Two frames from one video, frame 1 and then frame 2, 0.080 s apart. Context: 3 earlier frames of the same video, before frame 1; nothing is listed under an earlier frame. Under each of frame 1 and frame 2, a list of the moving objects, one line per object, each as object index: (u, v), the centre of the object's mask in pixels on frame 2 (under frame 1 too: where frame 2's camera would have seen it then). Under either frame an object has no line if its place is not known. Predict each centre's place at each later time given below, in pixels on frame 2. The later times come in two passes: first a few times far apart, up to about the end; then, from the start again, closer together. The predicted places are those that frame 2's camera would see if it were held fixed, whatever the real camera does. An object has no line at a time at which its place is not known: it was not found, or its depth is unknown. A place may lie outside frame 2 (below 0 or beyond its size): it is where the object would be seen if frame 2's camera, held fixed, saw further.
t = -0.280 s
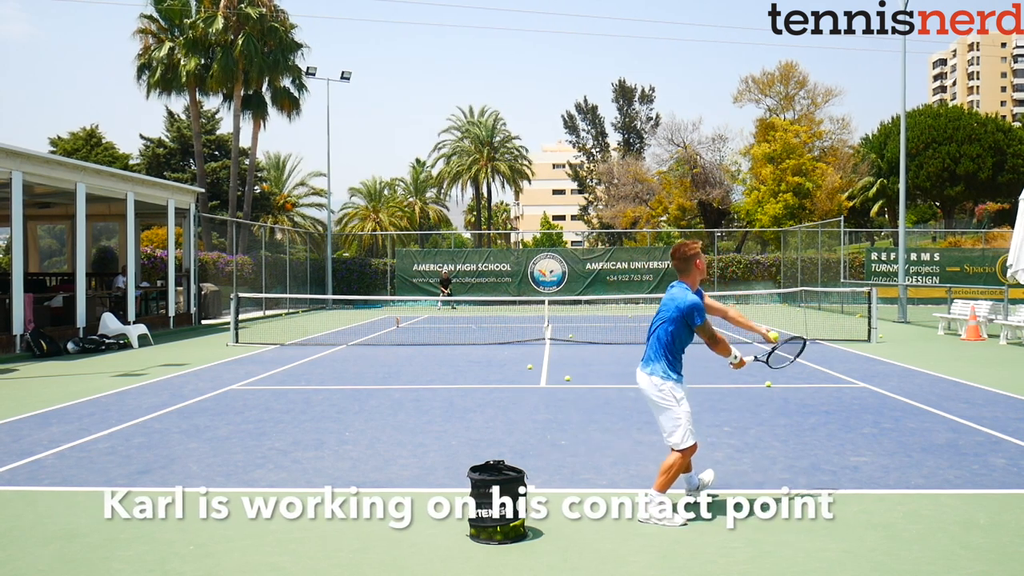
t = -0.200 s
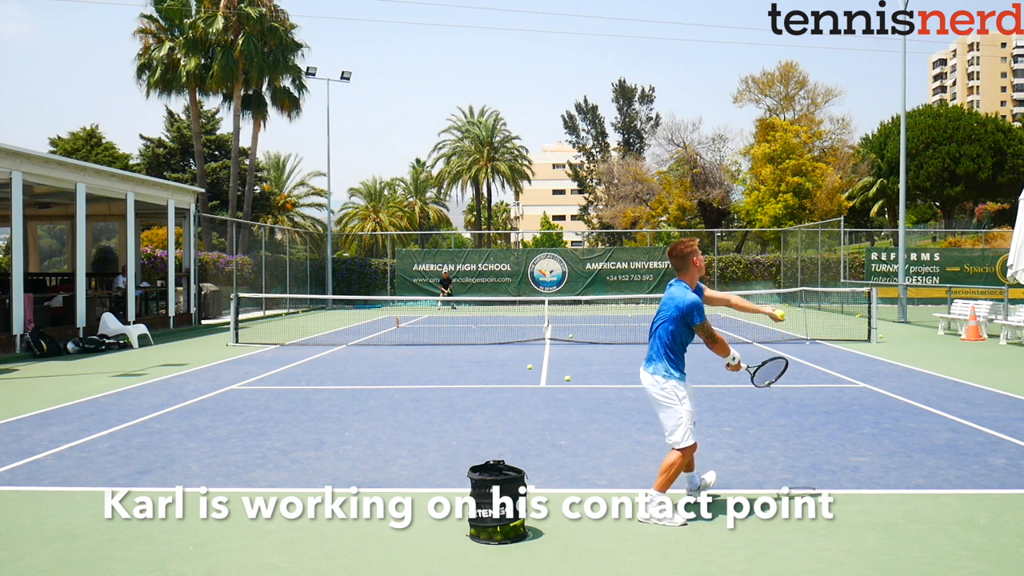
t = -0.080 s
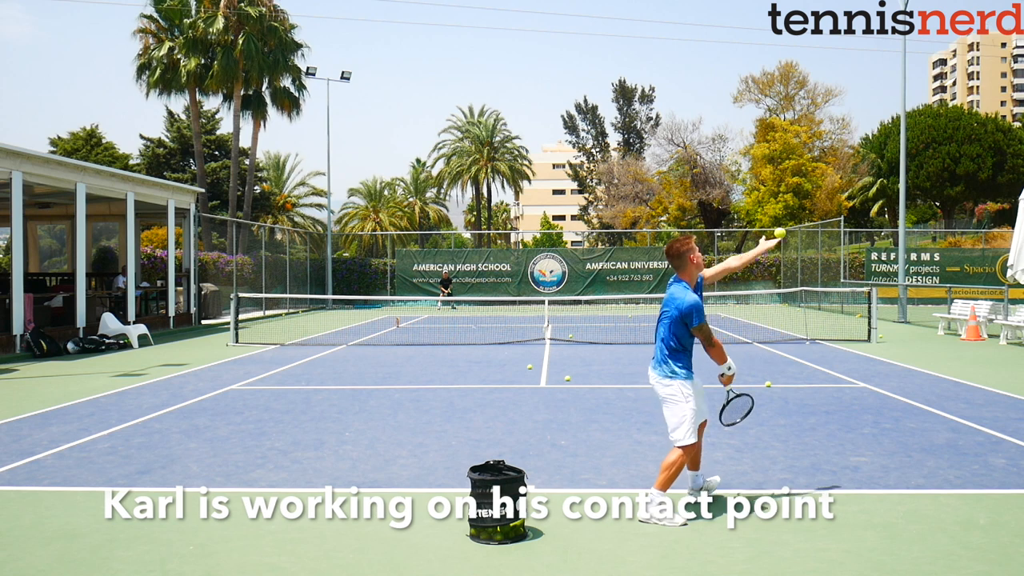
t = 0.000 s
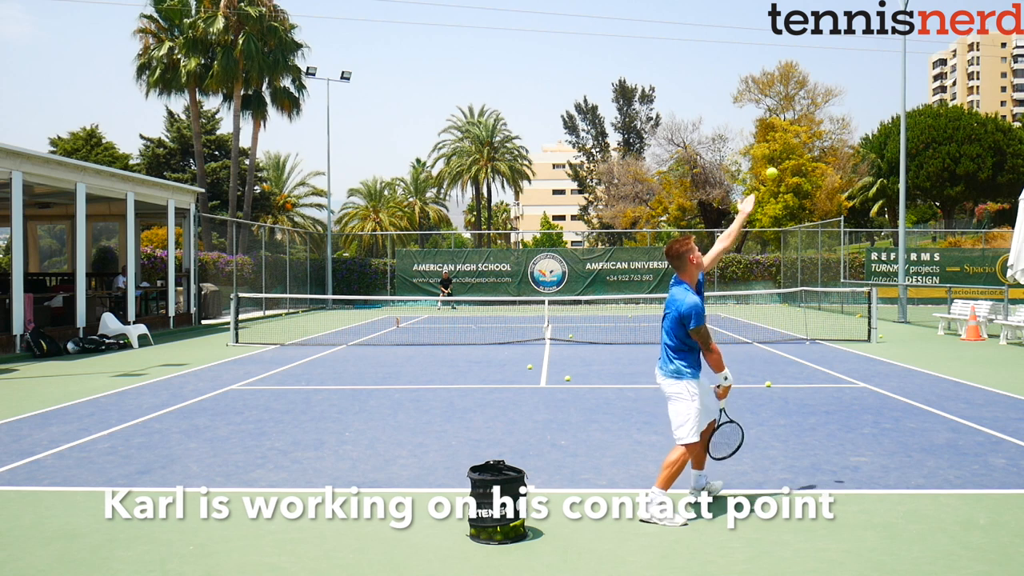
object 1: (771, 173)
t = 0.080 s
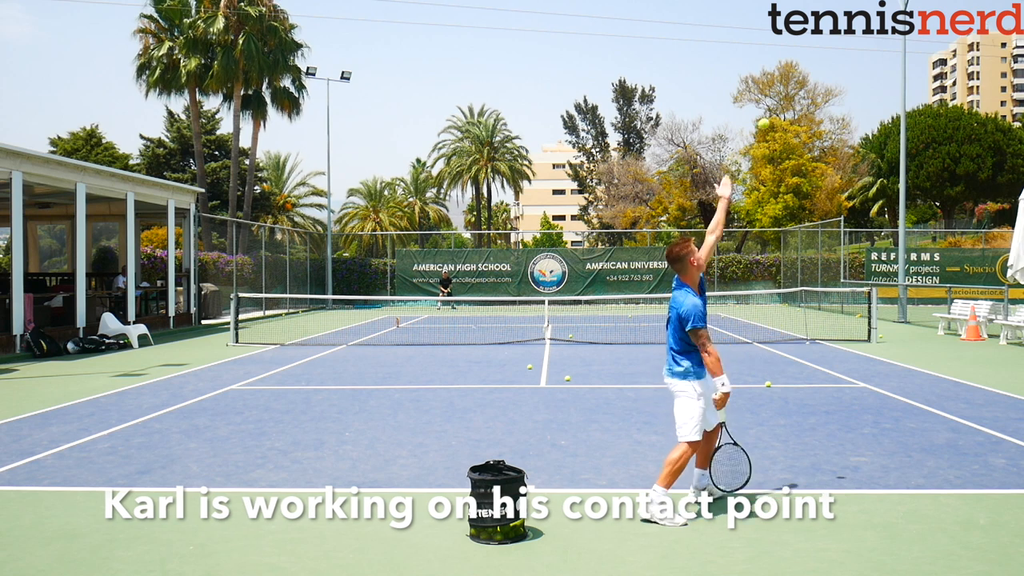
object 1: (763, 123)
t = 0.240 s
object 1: (749, 57)
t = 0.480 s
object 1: (727, 34)
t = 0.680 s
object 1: (711, 76)
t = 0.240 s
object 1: (749, 57)
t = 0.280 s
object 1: (745, 47)
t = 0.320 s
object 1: (741, 40)
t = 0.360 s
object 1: (738, 35)
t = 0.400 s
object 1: (734, 32)
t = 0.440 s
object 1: (731, 31)
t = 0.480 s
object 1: (727, 34)
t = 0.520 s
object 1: (724, 38)
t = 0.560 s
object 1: (721, 44)
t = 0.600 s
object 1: (717, 53)
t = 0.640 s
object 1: (714, 63)
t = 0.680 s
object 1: (711, 76)
